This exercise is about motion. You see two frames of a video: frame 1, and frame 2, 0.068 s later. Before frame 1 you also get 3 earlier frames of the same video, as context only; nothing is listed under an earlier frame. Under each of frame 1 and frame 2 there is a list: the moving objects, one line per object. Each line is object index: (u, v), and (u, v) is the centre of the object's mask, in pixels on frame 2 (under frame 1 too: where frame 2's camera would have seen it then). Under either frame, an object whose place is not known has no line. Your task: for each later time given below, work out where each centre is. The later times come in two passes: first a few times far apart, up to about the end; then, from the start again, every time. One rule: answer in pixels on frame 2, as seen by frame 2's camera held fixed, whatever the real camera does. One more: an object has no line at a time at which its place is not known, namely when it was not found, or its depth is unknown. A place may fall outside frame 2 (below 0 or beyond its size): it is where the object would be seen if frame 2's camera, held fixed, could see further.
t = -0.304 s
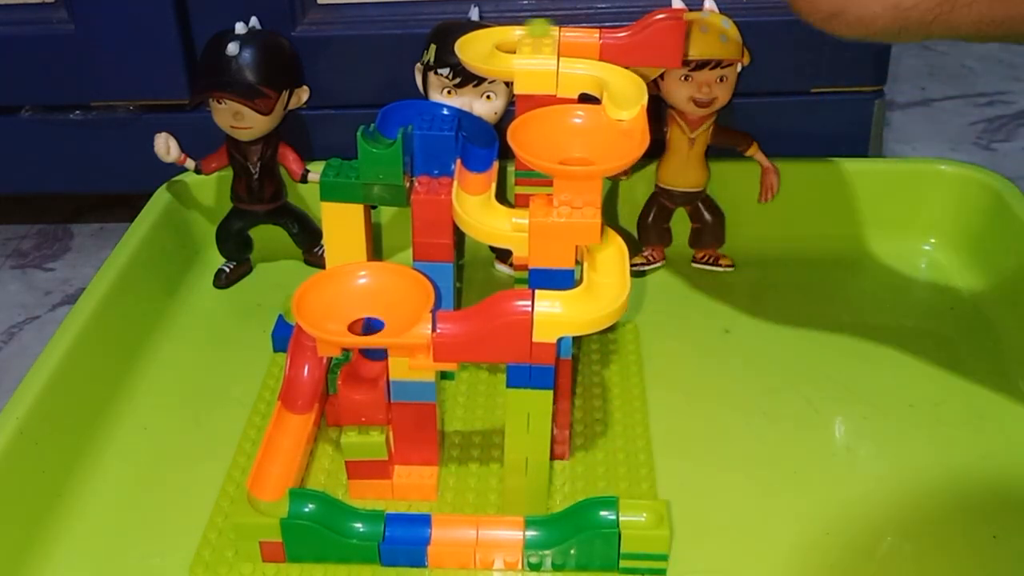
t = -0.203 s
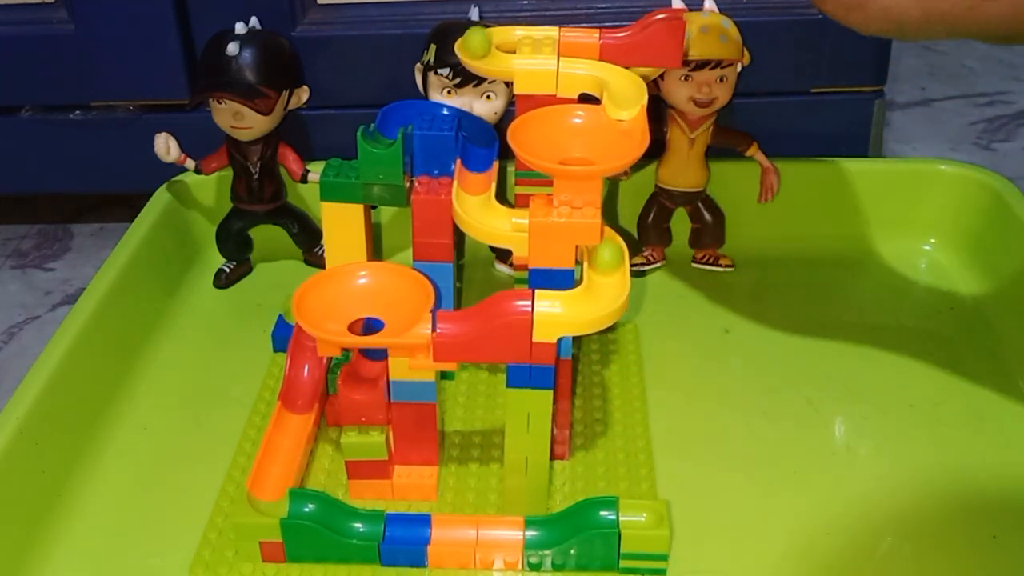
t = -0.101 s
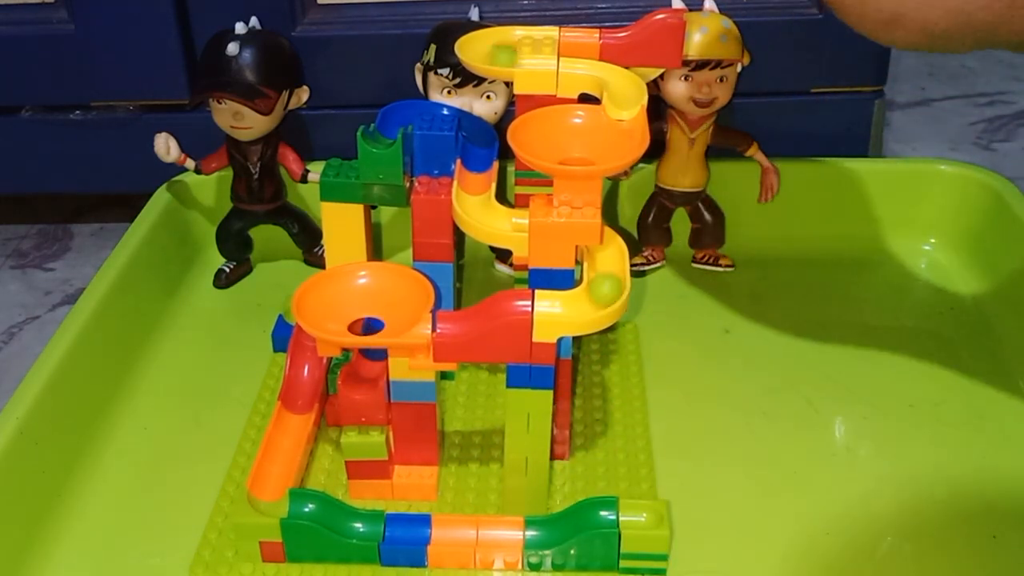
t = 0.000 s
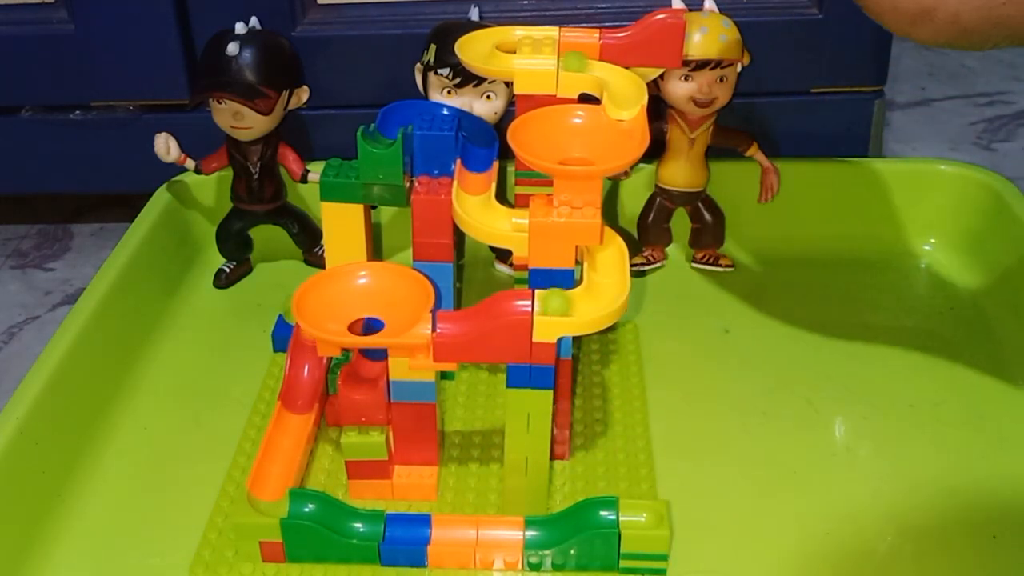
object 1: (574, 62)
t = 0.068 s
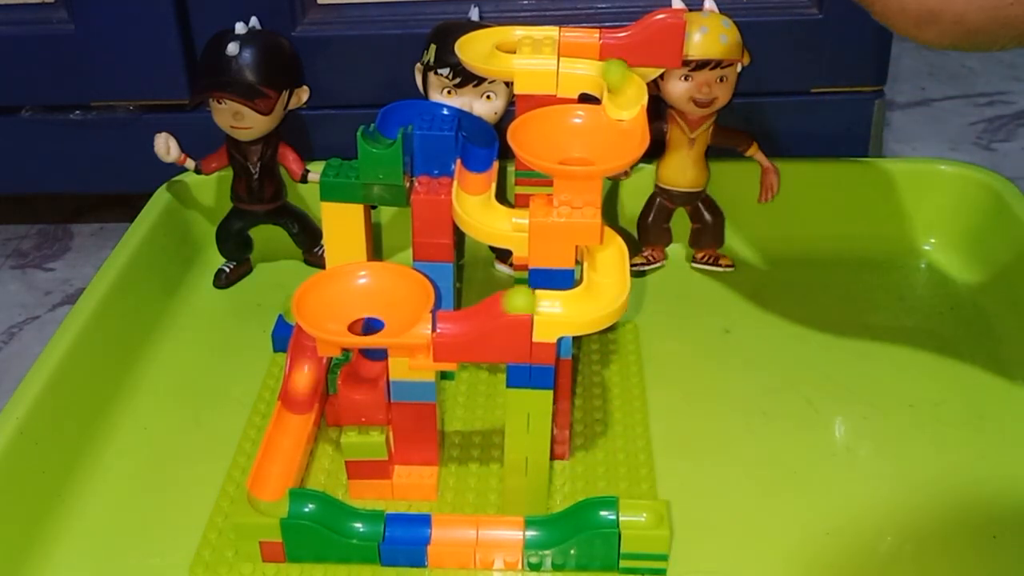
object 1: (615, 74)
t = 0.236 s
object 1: (589, 153)
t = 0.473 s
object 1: (601, 133)
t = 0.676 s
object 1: (557, 151)
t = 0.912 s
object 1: (613, 147)
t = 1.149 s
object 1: (549, 134)
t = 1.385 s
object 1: (593, 153)
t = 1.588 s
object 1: (571, 125)
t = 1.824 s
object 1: (570, 154)
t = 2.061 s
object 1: (598, 138)
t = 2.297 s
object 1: (559, 148)
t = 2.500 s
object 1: (599, 148)
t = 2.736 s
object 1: (570, 144)
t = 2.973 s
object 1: (571, 153)
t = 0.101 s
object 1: (625, 86)
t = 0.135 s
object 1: (625, 94)
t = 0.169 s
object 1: (623, 113)
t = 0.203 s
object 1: (612, 132)
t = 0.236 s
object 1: (589, 153)
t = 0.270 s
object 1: (567, 153)
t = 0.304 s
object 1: (551, 144)
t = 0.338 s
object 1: (542, 142)
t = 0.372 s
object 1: (545, 146)
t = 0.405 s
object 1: (557, 147)
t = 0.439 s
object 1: (578, 141)
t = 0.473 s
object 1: (601, 133)
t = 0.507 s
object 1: (617, 129)
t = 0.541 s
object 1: (622, 131)
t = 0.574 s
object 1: (618, 140)
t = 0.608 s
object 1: (602, 149)
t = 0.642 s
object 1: (578, 154)
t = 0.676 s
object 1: (557, 151)
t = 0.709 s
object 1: (542, 145)
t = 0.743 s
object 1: (537, 142)
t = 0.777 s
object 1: (543, 144)
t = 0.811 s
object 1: (560, 145)
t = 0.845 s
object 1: (583, 146)
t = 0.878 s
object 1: (602, 147)
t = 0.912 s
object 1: (613, 147)
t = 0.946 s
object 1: (614, 147)
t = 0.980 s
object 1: (605, 150)
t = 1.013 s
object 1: (588, 154)
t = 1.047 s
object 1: (569, 153)
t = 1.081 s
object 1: (553, 150)
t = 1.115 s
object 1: (546, 145)
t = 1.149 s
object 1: (549, 134)
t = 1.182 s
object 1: (556, 124)
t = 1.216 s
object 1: (568, 121)
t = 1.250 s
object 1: (583, 127)
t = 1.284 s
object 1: (597, 137)
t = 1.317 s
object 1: (604, 147)
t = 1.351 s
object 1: (603, 151)
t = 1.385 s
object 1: (593, 153)
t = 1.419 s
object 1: (579, 154)
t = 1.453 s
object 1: (566, 153)
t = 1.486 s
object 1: (558, 150)
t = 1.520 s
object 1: (555, 144)
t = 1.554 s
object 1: (561, 131)
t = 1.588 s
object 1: (571, 125)
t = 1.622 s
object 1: (583, 126)
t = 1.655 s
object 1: (594, 134)
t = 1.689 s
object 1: (600, 146)
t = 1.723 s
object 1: (600, 151)
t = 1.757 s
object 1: (593, 153)
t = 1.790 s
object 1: (581, 154)
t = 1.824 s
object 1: (570, 154)
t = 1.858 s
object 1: (562, 152)
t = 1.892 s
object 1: (558, 149)
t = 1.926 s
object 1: (562, 141)
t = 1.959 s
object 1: (570, 132)
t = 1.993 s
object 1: (581, 129)
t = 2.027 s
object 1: (591, 131)
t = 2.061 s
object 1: (598, 138)
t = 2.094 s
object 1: (599, 147)
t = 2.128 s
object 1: (593, 152)
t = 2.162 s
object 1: (582, 154)
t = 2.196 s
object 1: (573, 154)
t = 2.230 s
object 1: (563, 153)
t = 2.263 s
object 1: (558, 151)
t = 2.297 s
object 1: (559, 148)
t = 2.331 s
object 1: (566, 143)
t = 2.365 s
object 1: (579, 137)
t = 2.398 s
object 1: (591, 135)
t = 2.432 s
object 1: (599, 137)
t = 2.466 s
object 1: (602, 142)
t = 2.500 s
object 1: (599, 148)
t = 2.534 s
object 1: (590, 152)
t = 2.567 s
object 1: (578, 154)
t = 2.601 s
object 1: (567, 153)
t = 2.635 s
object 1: (559, 152)
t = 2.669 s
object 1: (557, 150)
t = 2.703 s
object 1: (560, 148)
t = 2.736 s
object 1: (570, 144)
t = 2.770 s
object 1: (586, 144)
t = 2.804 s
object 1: (597, 146)
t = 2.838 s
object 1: (603, 148)
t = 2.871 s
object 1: (602, 150)
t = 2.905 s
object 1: (594, 153)
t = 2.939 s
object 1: (582, 154)
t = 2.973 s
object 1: (571, 153)
